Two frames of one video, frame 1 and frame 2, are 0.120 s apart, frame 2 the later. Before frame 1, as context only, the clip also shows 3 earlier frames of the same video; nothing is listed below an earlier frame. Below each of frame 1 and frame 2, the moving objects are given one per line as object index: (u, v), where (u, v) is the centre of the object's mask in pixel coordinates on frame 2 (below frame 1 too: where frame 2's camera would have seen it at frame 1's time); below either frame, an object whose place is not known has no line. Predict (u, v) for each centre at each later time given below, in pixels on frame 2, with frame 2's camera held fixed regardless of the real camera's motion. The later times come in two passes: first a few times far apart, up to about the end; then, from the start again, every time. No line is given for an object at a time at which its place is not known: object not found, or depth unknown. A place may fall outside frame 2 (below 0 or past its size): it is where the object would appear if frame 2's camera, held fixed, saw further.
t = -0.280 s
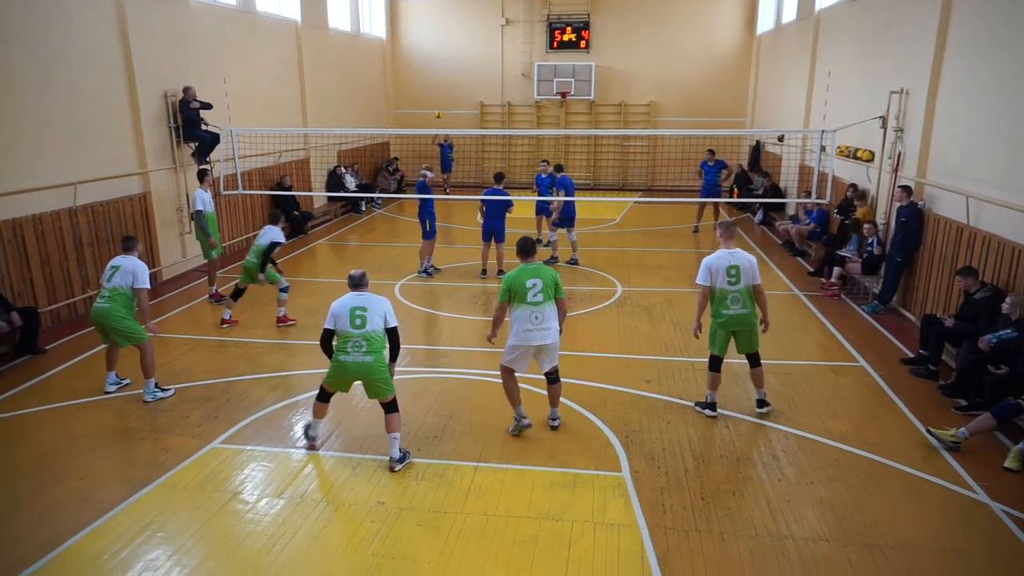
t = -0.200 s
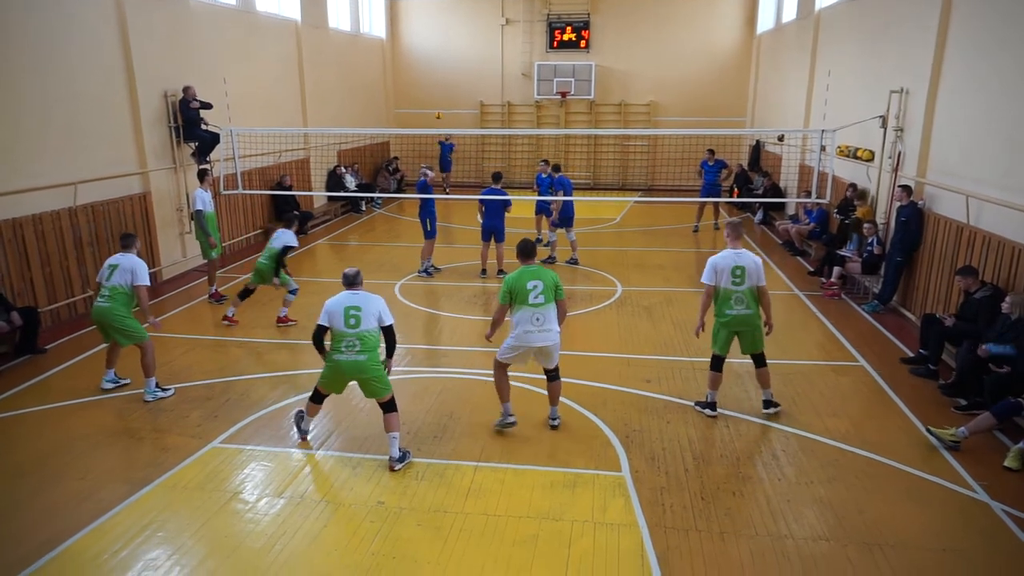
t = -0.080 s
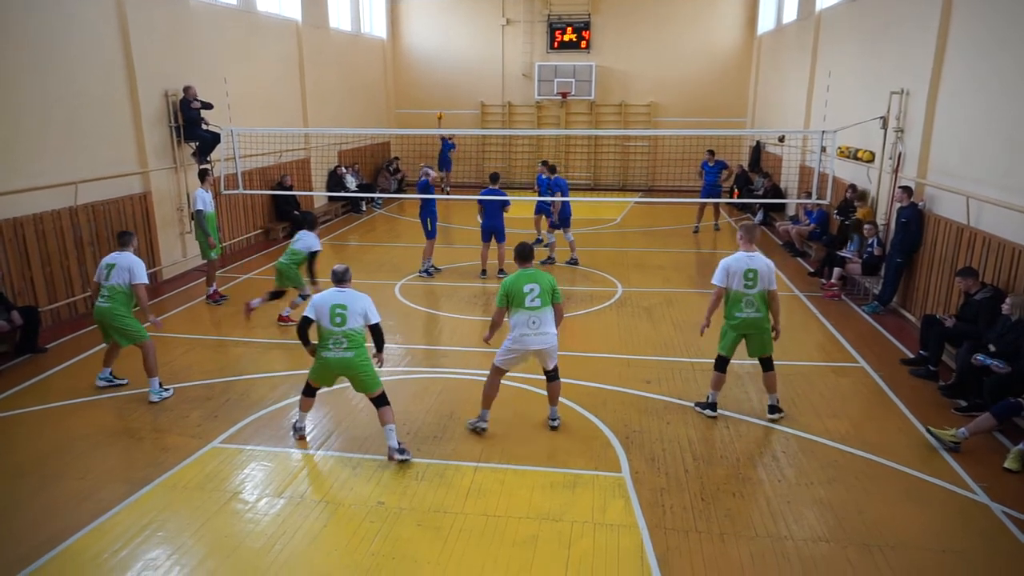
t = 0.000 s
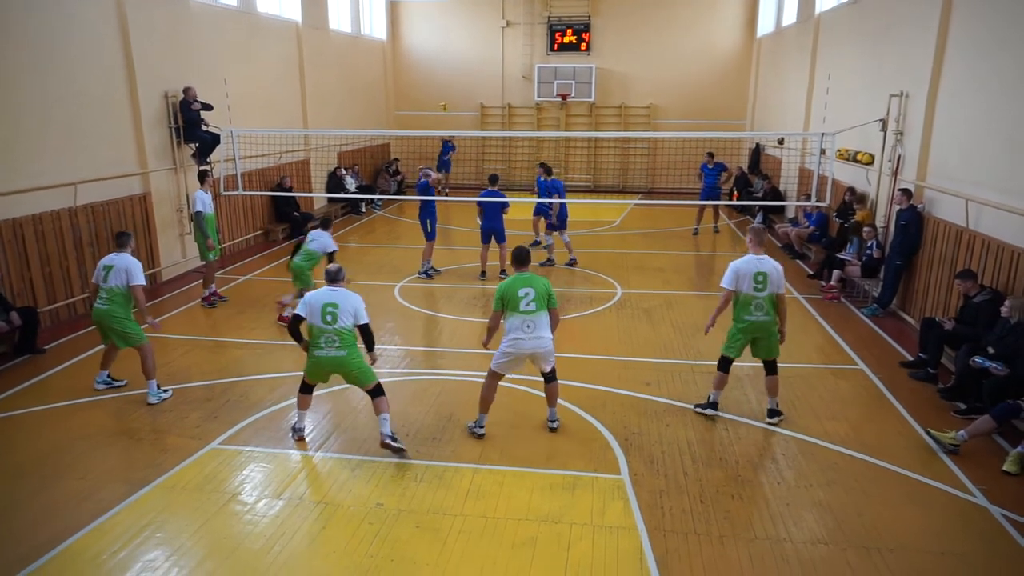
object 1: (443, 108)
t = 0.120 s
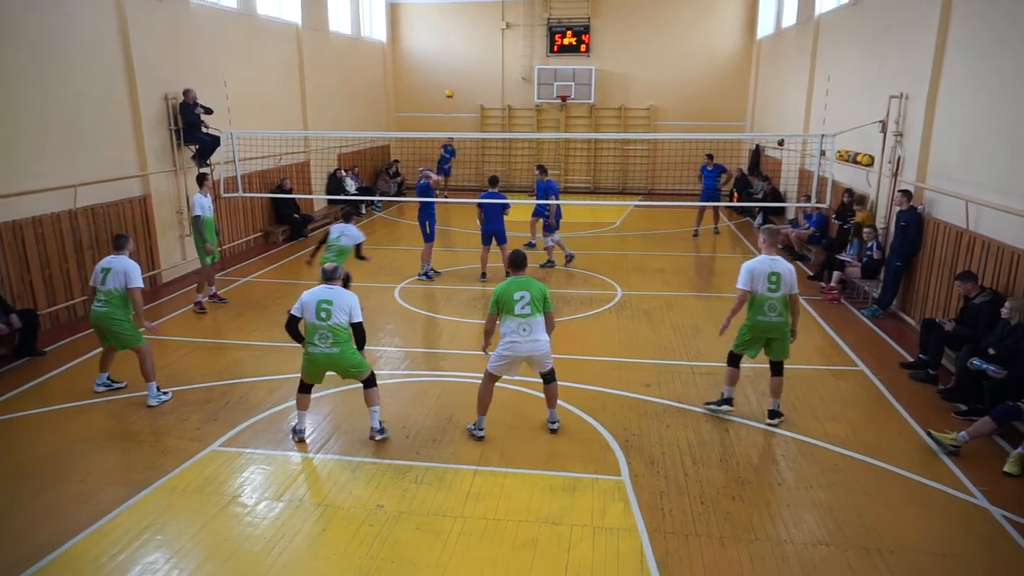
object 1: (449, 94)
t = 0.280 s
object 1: (460, 78)
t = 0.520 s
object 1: (482, 83)
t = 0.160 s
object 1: (451, 90)
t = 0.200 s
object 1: (454, 85)
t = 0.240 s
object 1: (458, 82)
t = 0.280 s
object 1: (460, 78)
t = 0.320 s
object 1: (464, 78)
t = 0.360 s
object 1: (467, 77)
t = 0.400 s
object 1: (471, 77)
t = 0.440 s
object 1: (475, 78)
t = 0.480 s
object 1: (478, 80)
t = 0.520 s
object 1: (482, 83)
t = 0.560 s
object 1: (486, 88)
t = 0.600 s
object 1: (490, 94)
